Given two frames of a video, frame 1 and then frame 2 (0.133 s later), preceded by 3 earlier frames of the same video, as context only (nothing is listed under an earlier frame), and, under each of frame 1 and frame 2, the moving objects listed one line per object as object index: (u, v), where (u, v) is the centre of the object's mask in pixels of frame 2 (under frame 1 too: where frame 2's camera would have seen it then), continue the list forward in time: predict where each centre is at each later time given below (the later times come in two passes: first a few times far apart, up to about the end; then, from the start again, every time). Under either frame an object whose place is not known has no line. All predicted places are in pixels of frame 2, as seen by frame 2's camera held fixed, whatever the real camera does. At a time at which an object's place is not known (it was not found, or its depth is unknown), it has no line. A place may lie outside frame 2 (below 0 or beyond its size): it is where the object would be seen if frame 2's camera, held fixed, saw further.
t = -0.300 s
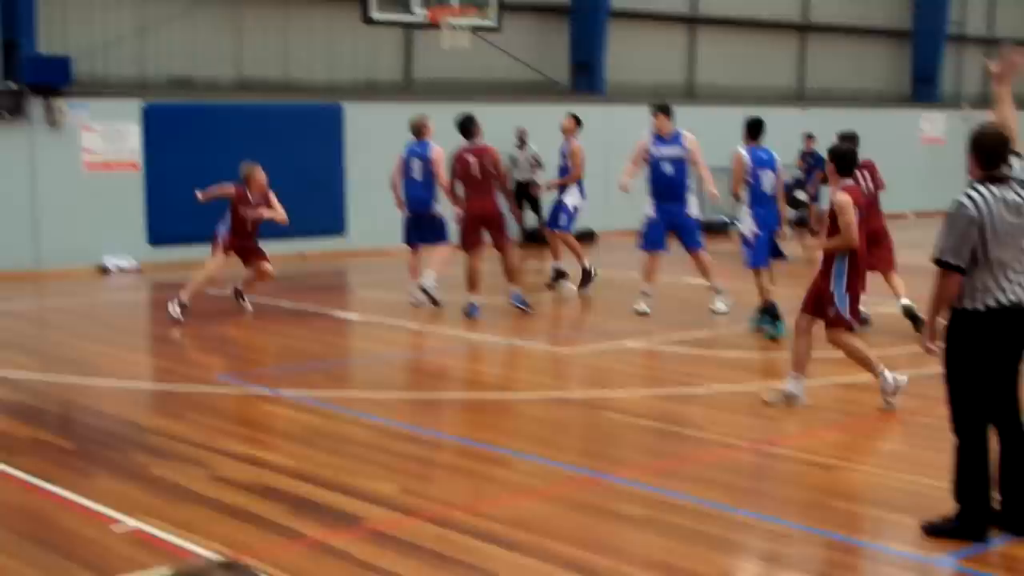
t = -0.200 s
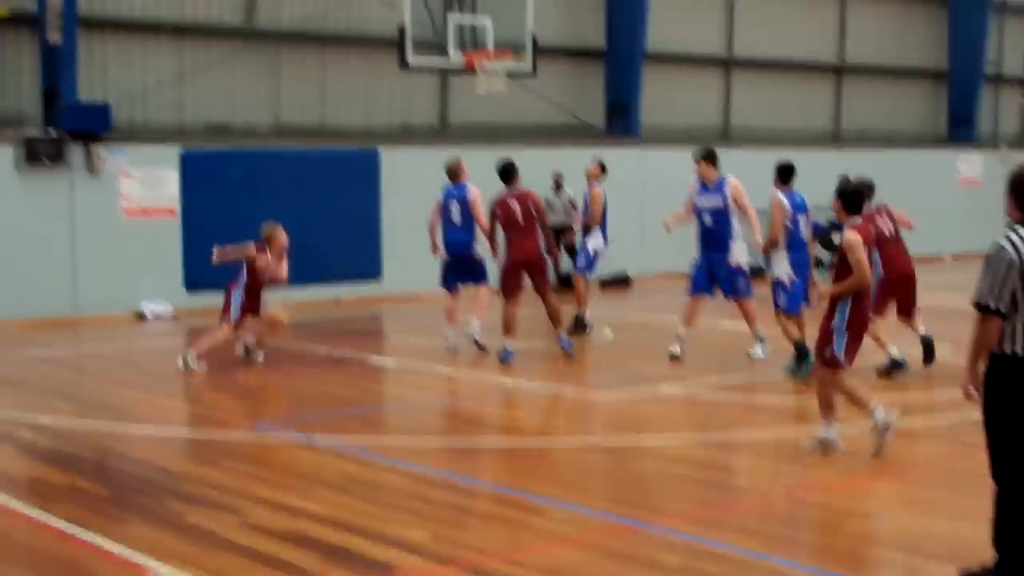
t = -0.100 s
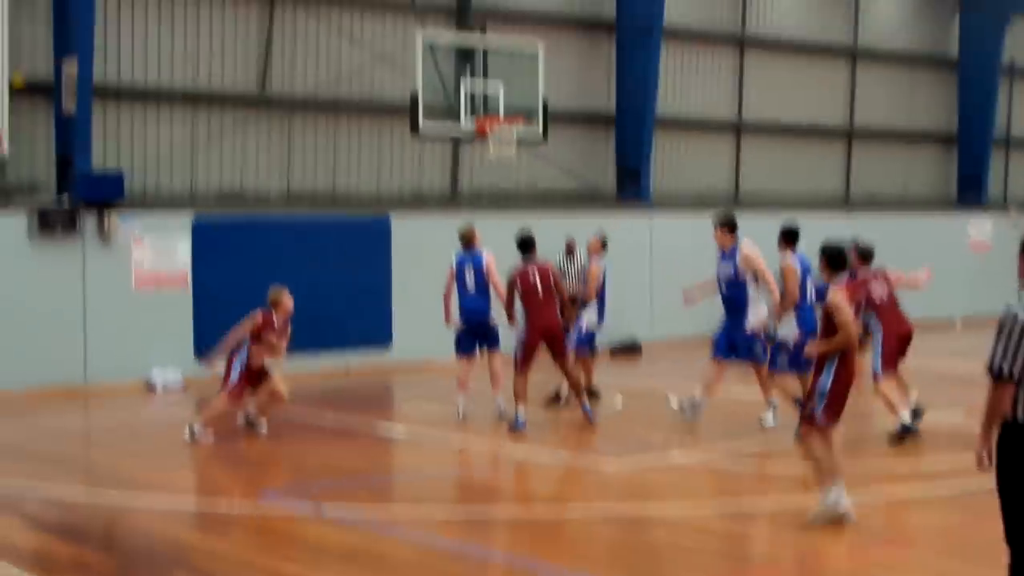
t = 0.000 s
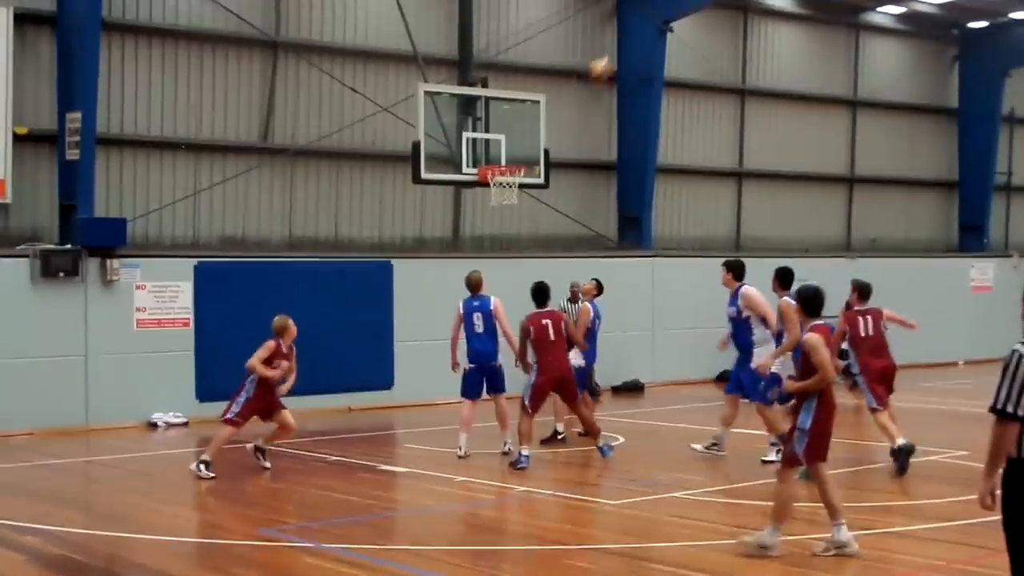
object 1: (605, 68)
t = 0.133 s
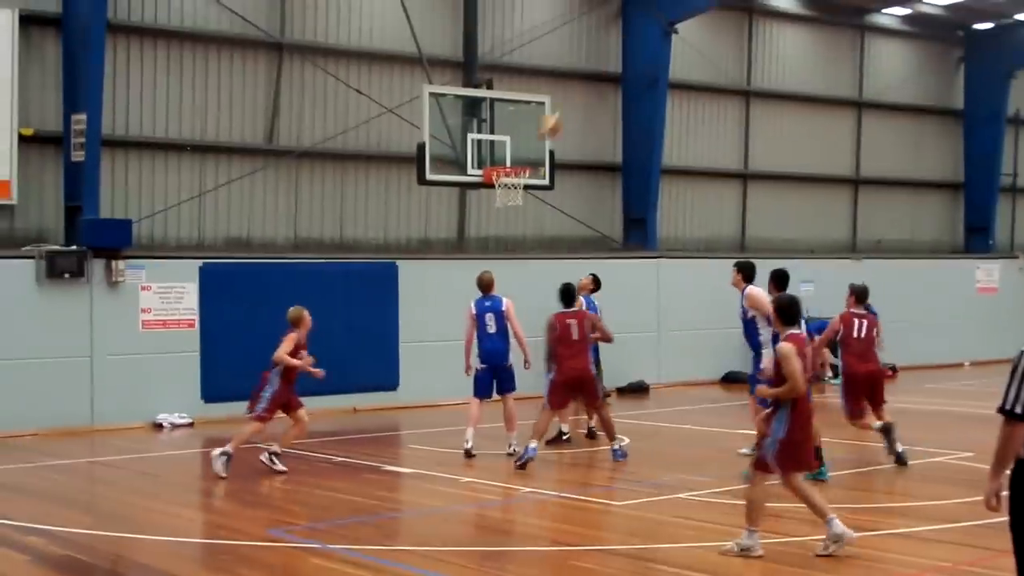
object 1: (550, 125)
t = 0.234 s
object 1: (513, 160)
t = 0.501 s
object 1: (525, 179)
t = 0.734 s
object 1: (512, 208)
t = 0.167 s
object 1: (536, 141)
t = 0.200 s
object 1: (523, 156)
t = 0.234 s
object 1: (513, 160)
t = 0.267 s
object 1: (503, 169)
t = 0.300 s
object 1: (507, 174)
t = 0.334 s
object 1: (516, 176)
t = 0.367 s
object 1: (523, 178)
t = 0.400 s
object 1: (525, 178)
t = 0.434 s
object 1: (528, 177)
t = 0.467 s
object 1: (527, 178)
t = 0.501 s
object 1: (525, 179)
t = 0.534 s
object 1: (525, 181)
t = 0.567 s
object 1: (523, 183)
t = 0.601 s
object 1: (521, 188)
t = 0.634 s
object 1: (519, 192)
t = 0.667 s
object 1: (519, 195)
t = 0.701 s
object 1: (514, 197)
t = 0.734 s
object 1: (512, 208)
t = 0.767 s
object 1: (509, 212)
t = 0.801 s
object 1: (509, 216)
